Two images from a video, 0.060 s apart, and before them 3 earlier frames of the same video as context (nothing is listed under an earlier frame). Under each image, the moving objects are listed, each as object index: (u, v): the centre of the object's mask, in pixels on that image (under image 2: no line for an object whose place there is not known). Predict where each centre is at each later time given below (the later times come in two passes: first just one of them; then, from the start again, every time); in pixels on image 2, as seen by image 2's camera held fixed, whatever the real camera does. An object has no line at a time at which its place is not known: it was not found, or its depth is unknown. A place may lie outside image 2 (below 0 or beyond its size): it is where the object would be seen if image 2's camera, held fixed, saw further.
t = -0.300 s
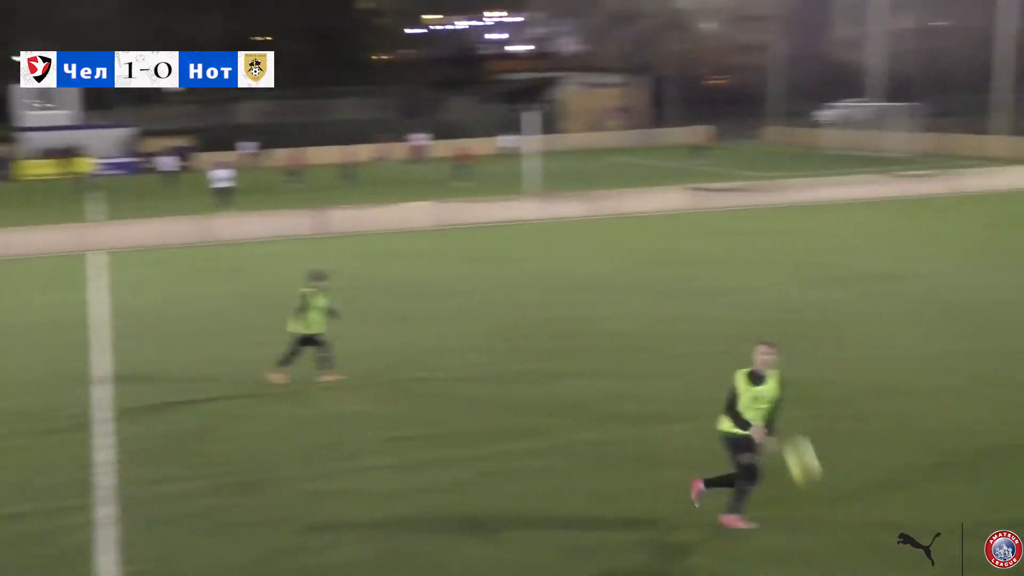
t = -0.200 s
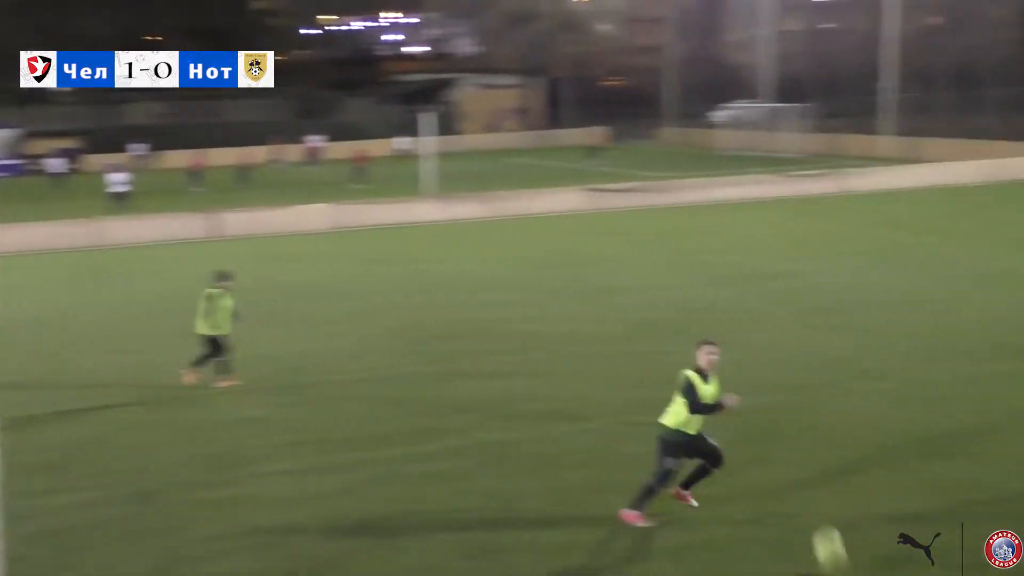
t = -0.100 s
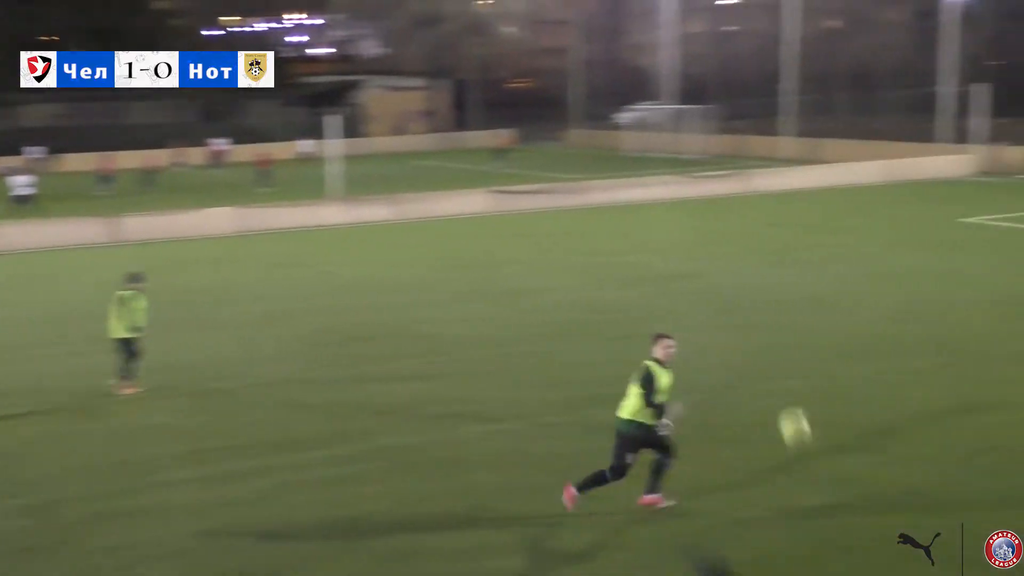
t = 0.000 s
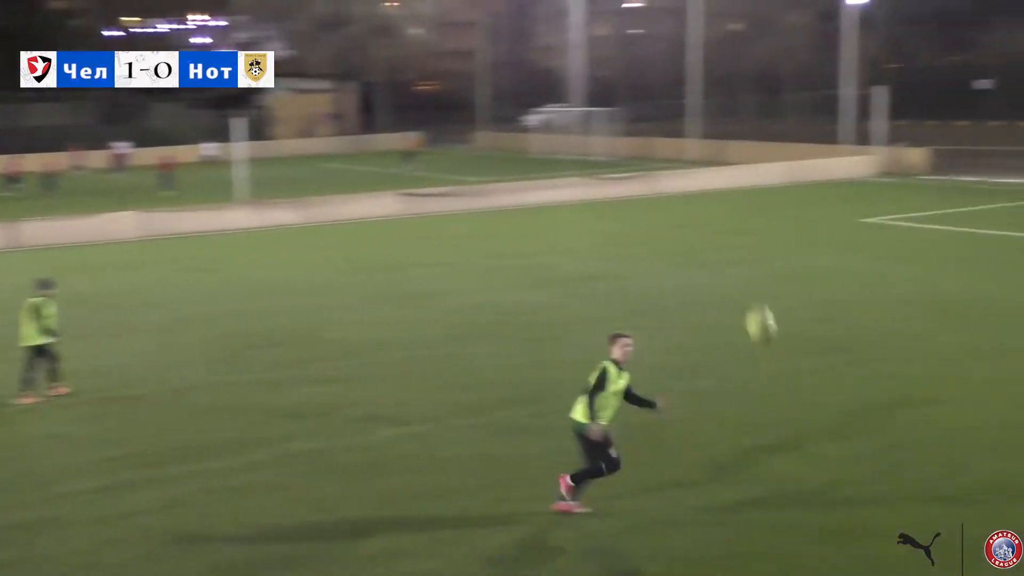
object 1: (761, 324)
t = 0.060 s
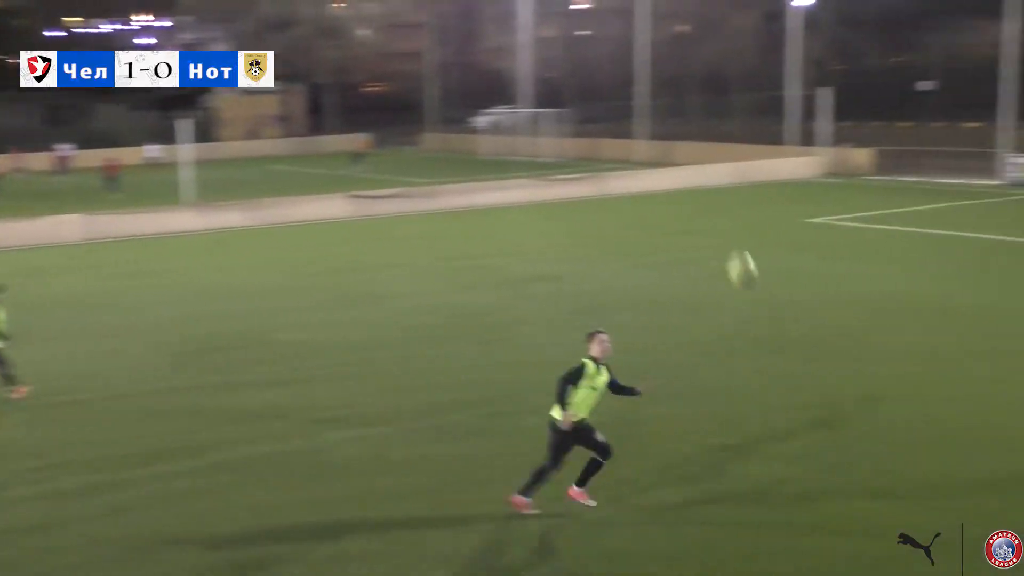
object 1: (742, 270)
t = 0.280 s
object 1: (860, 118)
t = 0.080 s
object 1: (752, 253)
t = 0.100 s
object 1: (764, 237)
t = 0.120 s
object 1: (775, 221)
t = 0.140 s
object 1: (783, 206)
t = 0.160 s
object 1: (794, 193)
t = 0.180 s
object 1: (806, 178)
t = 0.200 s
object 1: (819, 165)
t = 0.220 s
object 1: (829, 151)
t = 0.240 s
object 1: (839, 138)
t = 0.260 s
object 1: (850, 130)
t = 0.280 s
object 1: (860, 118)
